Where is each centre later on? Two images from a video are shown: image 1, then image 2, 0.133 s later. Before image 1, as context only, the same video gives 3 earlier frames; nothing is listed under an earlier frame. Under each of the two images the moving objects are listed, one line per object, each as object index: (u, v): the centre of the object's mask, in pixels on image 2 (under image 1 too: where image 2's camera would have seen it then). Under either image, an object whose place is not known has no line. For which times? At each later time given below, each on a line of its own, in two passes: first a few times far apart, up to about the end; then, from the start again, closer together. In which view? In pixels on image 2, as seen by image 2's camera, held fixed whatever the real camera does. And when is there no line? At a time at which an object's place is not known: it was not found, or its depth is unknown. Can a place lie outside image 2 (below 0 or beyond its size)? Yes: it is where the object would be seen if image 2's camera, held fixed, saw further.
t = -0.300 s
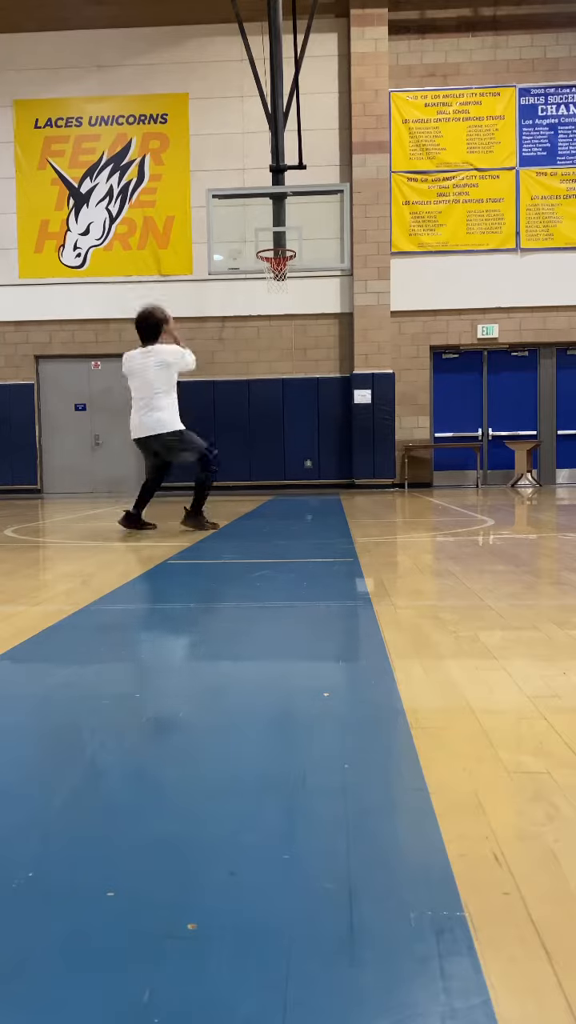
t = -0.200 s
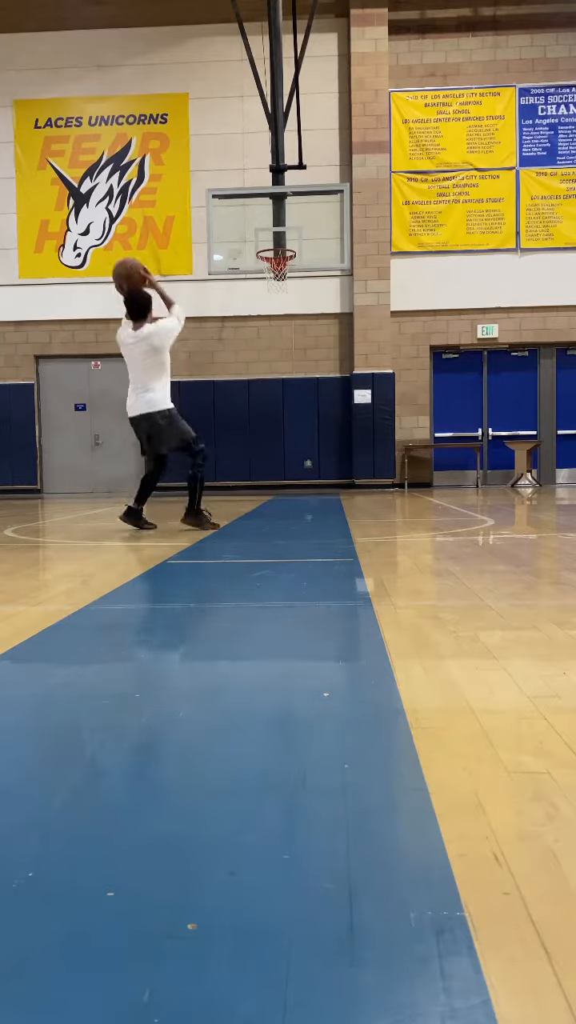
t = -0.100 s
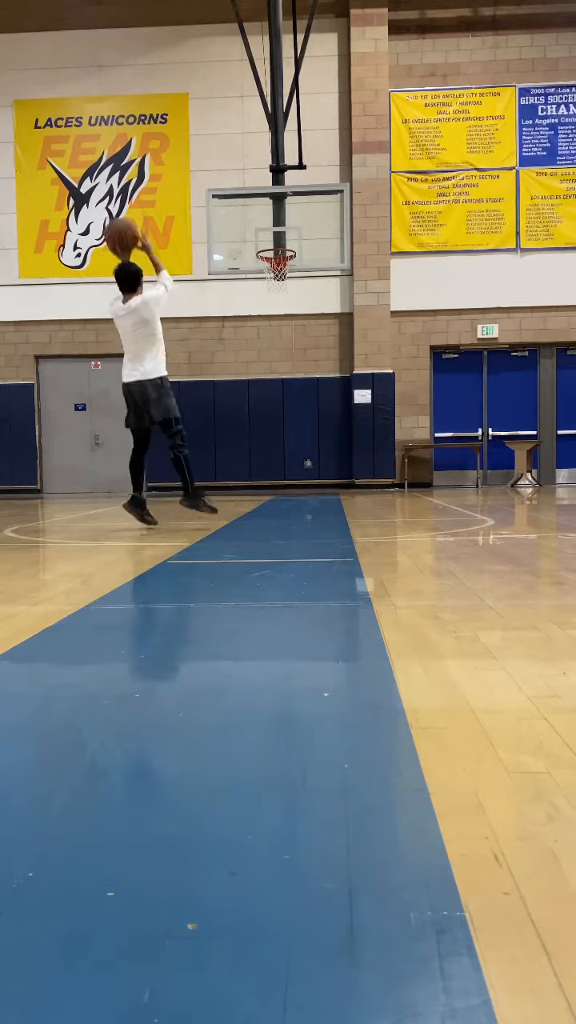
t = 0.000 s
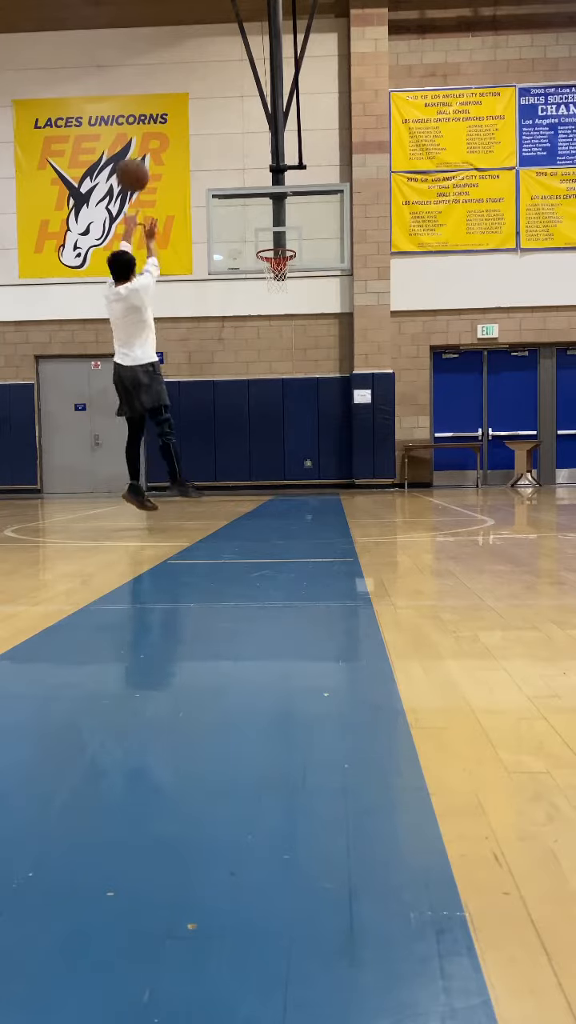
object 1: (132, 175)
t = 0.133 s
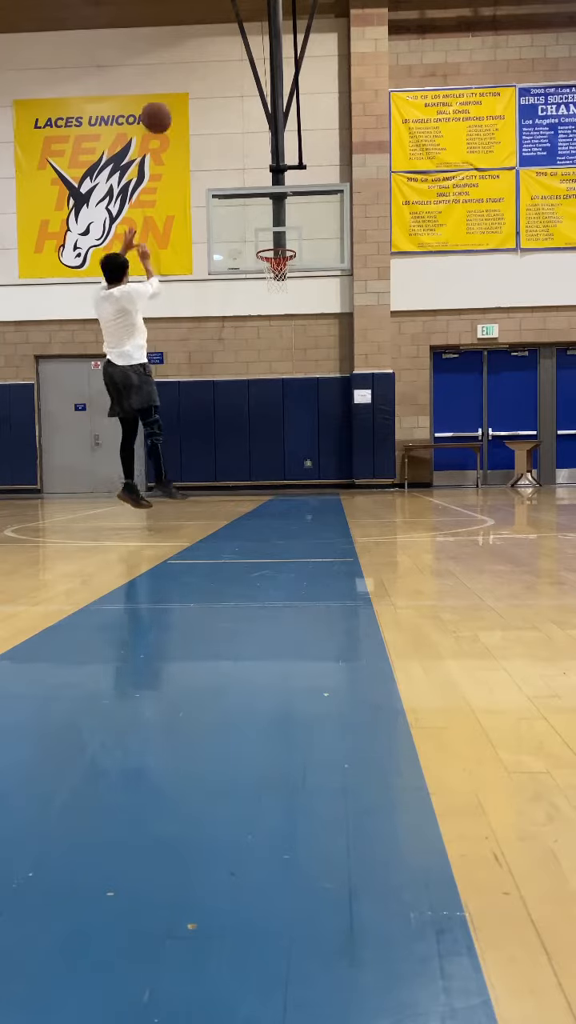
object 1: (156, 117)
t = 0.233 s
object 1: (174, 87)
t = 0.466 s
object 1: (208, 69)
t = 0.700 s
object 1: (235, 105)
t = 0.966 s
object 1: (261, 193)
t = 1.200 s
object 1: (285, 276)
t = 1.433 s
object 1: (300, 315)
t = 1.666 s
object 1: (315, 400)
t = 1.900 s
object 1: (327, 472)
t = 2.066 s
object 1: (326, 420)
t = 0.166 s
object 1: (163, 106)
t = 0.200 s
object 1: (168, 95)
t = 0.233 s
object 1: (174, 87)
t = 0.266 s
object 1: (180, 80)
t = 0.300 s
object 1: (185, 75)
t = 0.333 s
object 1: (190, 71)
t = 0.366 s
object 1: (195, 69)
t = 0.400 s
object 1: (199, 68)
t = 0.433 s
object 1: (204, 68)
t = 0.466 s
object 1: (208, 69)
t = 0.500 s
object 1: (213, 71)
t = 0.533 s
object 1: (217, 74)
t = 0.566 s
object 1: (220, 79)
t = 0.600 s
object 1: (224, 84)
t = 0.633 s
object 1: (228, 90)
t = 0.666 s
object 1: (232, 97)
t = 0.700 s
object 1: (235, 105)
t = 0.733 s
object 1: (239, 114)
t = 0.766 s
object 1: (242, 123)
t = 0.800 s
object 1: (246, 133)
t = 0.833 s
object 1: (249, 144)
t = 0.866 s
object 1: (252, 155)
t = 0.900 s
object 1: (255, 167)
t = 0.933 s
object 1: (258, 180)
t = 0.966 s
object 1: (261, 193)
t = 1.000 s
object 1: (264, 206)
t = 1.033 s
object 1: (266, 221)
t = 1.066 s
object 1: (269, 235)
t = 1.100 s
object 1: (271, 250)
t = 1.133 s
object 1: (273, 259)
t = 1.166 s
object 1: (281, 268)
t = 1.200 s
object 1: (285, 276)
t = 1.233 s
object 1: (287, 281)
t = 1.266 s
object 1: (290, 283)
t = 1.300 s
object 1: (292, 288)
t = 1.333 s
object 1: (294, 293)
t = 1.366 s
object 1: (296, 299)
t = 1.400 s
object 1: (298, 306)
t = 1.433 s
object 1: (300, 315)
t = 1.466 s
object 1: (302, 324)
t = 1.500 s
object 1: (303, 335)
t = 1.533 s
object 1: (305, 347)
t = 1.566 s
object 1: (308, 360)
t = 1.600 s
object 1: (310, 373)
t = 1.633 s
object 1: (313, 386)
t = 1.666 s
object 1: (315, 400)
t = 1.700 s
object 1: (318, 417)
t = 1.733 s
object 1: (320, 435)
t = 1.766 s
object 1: (323, 453)
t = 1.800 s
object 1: (325, 473)
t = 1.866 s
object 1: (328, 484)
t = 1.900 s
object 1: (327, 472)
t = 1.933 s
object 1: (327, 460)
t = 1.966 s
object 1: (327, 449)
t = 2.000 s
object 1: (327, 438)
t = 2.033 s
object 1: (326, 429)
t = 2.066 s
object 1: (326, 420)
